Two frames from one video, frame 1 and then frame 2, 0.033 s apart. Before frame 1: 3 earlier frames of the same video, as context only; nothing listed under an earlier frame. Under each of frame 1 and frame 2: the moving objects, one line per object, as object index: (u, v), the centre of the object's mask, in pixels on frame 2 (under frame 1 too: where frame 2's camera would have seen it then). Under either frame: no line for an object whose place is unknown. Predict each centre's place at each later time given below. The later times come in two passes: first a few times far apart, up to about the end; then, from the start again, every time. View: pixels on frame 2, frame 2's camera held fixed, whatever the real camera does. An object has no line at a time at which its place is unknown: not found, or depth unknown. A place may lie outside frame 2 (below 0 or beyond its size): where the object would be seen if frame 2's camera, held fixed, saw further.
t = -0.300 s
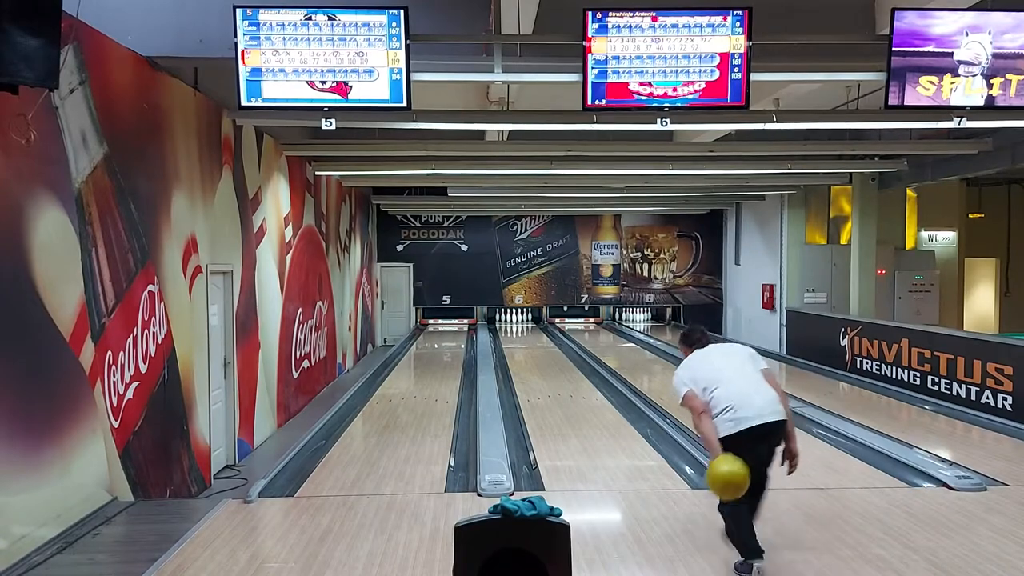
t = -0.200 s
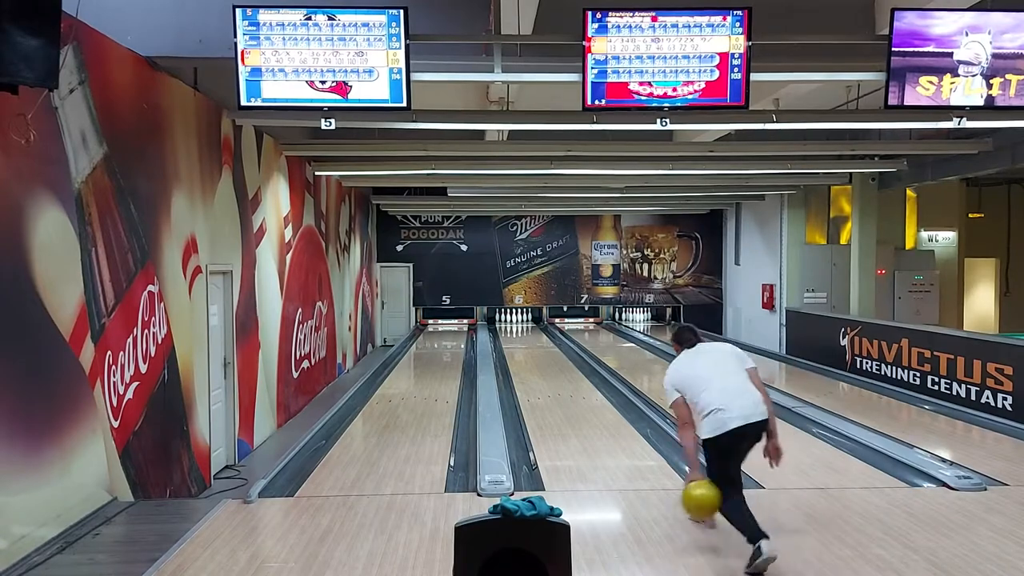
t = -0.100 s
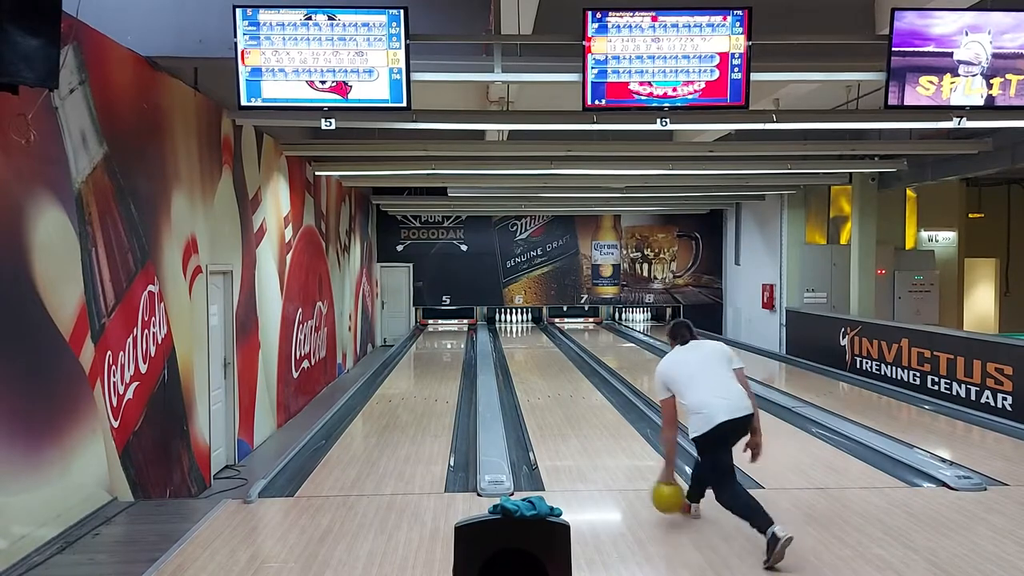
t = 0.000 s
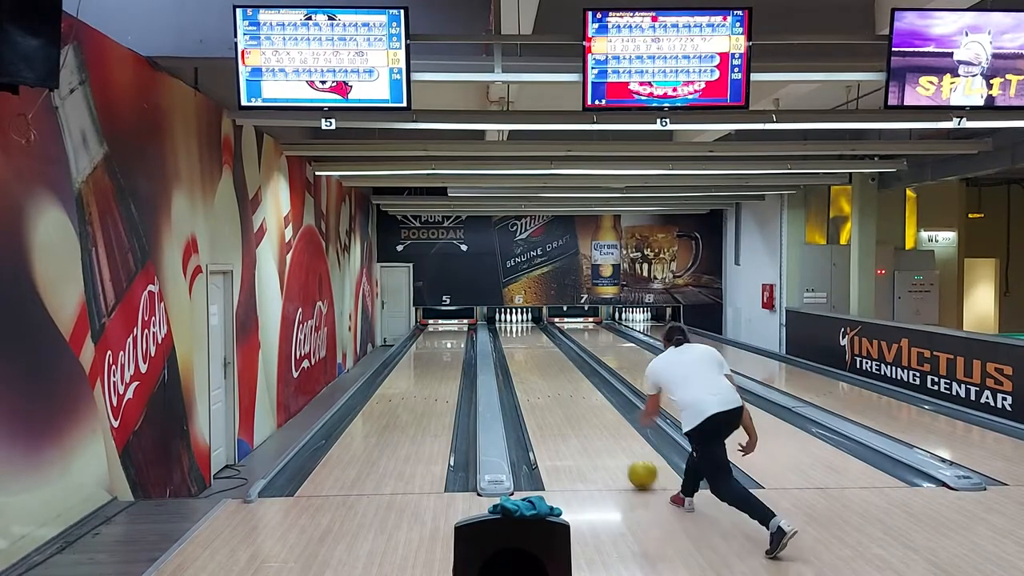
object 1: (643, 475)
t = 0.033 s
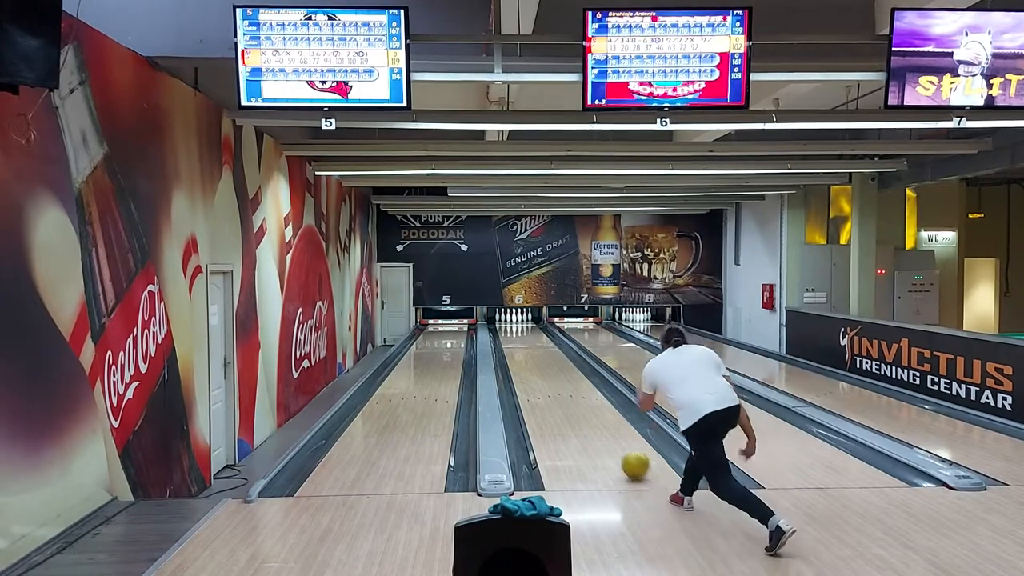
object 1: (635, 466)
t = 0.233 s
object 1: (603, 426)
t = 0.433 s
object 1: (582, 401)
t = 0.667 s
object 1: (564, 378)
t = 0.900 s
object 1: (552, 363)
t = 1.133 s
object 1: (543, 352)
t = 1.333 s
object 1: (537, 344)
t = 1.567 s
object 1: (530, 336)
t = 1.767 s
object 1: (527, 331)
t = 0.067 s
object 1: (629, 458)
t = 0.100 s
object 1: (623, 451)
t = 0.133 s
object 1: (617, 444)
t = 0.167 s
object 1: (612, 438)
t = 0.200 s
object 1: (608, 432)
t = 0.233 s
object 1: (603, 426)
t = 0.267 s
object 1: (599, 421)
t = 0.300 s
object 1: (595, 417)
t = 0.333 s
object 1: (591, 412)
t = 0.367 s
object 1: (588, 408)
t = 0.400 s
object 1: (585, 404)
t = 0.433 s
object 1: (582, 401)
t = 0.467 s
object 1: (579, 398)
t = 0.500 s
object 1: (576, 393)
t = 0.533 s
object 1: (574, 390)
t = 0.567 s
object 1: (571, 387)
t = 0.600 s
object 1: (568, 384)
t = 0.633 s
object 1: (566, 381)
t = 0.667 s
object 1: (564, 378)
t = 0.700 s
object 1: (563, 376)
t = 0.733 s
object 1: (560, 373)
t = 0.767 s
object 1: (559, 371)
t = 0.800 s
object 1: (557, 369)
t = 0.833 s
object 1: (555, 367)
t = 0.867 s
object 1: (554, 365)
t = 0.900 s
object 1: (552, 363)
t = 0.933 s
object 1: (550, 361)
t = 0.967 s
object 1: (549, 359)
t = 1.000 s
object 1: (548, 358)
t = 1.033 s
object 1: (546, 356)
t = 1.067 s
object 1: (545, 354)
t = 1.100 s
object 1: (544, 353)
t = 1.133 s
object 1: (543, 352)
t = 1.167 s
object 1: (541, 350)
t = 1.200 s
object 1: (540, 348)
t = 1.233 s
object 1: (539, 346)
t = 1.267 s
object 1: (538, 345)
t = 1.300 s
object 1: (538, 345)
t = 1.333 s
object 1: (537, 344)
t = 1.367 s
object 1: (536, 343)
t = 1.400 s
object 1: (535, 341)
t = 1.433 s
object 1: (533, 340)
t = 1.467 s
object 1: (533, 339)
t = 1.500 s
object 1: (532, 338)
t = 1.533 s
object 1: (532, 337)
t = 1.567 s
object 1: (530, 336)
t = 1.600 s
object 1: (530, 335)
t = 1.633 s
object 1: (529, 334)
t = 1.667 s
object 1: (529, 333)
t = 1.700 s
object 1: (528, 332)
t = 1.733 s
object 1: (528, 332)
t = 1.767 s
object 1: (527, 331)
